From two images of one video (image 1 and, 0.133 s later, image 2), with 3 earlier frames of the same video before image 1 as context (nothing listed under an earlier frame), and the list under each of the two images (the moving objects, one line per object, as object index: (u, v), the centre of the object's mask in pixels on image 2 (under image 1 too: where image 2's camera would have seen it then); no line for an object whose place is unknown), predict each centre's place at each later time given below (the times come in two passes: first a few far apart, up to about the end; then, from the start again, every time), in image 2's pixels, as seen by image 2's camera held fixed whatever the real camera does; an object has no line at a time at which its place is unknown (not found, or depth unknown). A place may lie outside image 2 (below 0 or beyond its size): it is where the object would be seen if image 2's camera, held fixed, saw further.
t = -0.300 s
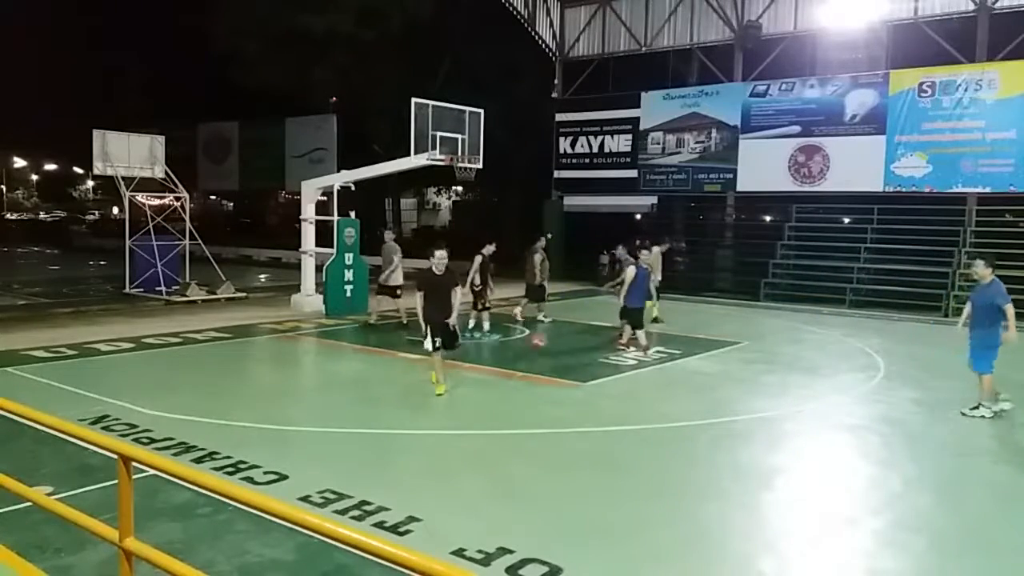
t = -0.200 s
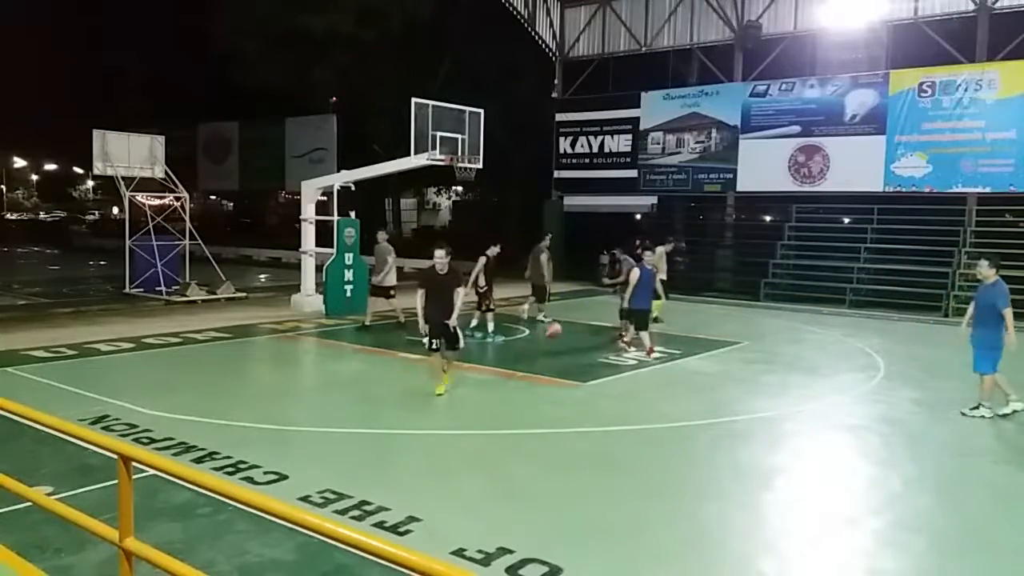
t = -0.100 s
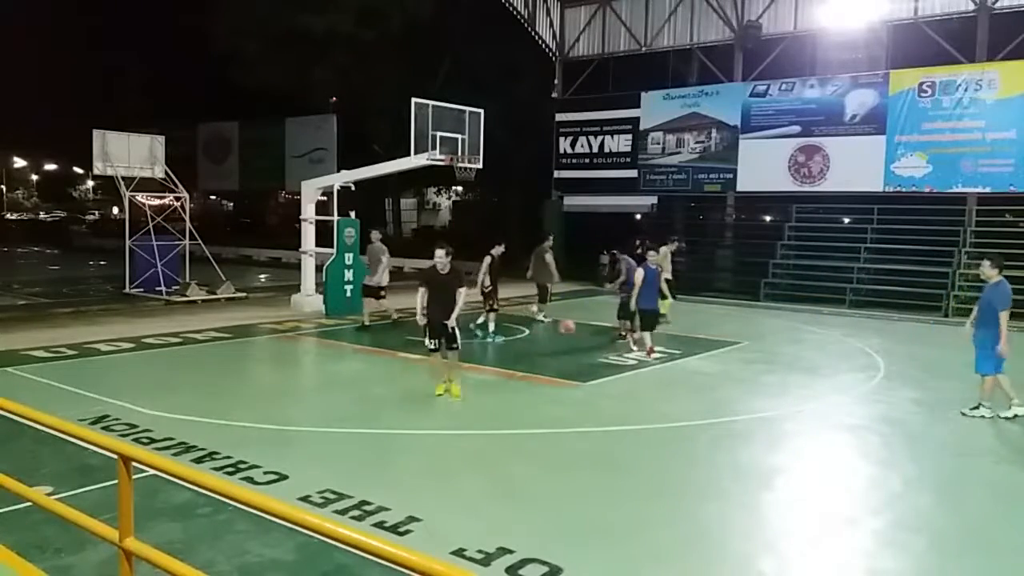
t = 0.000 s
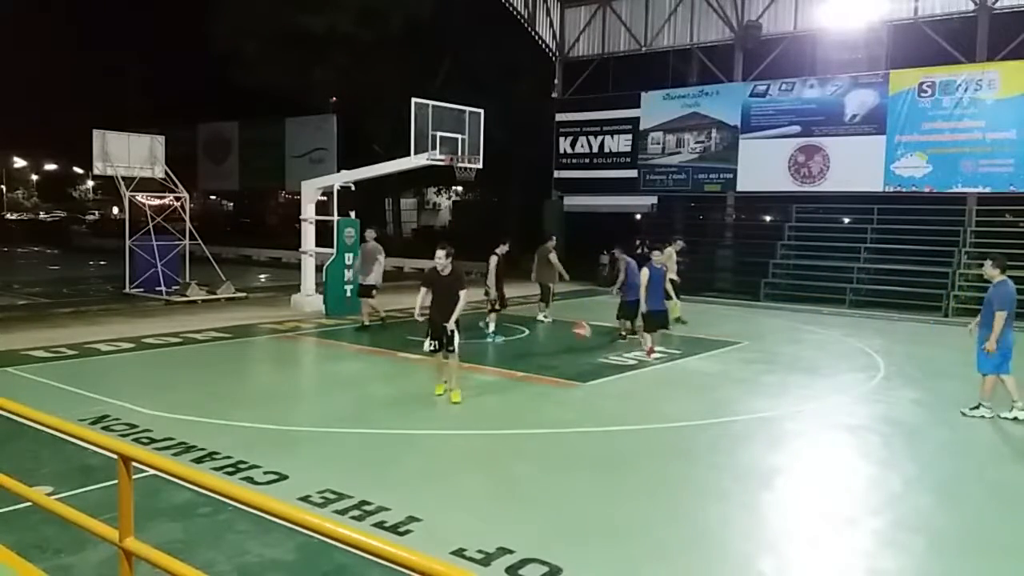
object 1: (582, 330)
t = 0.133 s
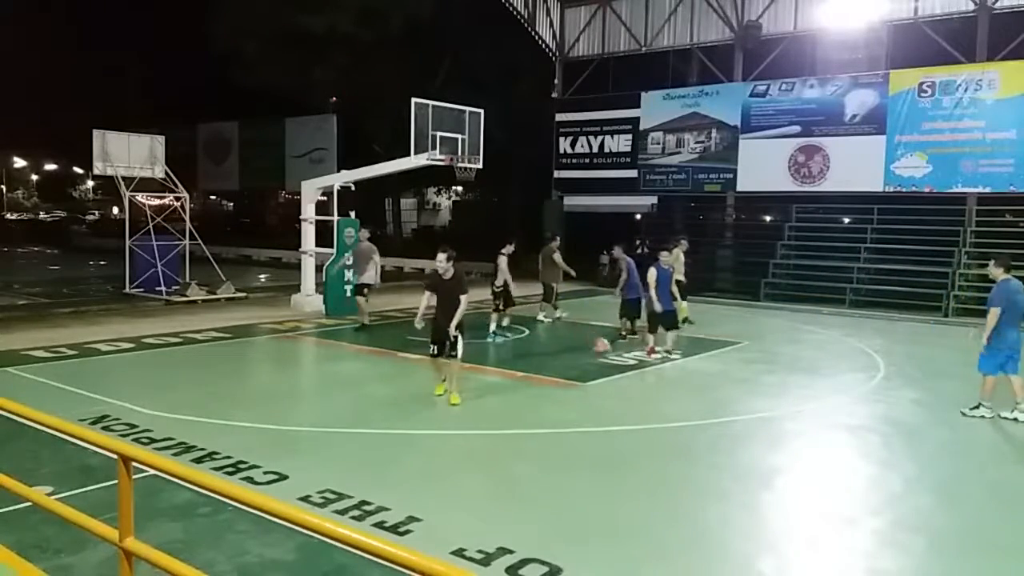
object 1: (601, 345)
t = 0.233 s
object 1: (616, 351)
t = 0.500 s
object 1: (659, 346)
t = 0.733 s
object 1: (697, 362)
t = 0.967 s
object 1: (736, 362)
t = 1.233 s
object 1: (787, 371)
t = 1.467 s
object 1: (832, 386)
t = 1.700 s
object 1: (878, 388)
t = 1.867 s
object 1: (911, 393)
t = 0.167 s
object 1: (606, 352)
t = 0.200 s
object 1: (611, 353)
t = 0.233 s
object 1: (616, 351)
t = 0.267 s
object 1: (623, 348)
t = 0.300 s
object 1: (627, 346)
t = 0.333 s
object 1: (632, 343)
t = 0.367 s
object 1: (637, 342)
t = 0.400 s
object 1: (642, 341)
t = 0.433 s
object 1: (648, 342)
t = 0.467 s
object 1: (654, 345)
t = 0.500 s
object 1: (659, 346)
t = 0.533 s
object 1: (664, 349)
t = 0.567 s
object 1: (670, 351)
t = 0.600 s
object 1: (675, 356)
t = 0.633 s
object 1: (681, 363)
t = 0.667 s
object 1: (685, 364)
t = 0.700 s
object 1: (691, 364)
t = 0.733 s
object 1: (697, 362)
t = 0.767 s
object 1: (703, 361)
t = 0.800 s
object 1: (708, 358)
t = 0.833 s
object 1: (712, 357)
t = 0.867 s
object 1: (720, 356)
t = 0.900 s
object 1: (726, 357)
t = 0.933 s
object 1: (732, 360)
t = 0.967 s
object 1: (736, 362)
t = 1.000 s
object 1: (744, 367)
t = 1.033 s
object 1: (750, 373)
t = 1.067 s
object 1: (756, 379)
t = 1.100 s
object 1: (762, 379)
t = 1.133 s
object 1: (767, 375)
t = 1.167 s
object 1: (774, 372)
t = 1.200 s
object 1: (781, 371)
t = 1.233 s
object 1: (787, 371)
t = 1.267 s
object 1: (794, 371)
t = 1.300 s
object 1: (799, 373)
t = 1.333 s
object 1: (806, 375)
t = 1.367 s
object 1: (813, 379)
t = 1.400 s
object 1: (819, 383)
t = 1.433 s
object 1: (825, 388)
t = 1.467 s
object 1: (832, 386)
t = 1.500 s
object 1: (838, 384)
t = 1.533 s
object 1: (846, 382)
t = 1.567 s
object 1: (852, 381)
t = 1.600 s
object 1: (858, 381)
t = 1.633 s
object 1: (865, 383)
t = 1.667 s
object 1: (871, 385)
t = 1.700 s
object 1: (878, 388)
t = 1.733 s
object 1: (885, 392)
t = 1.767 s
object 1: (892, 397)
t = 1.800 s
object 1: (897, 396)
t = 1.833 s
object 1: (905, 394)
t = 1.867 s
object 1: (911, 393)
